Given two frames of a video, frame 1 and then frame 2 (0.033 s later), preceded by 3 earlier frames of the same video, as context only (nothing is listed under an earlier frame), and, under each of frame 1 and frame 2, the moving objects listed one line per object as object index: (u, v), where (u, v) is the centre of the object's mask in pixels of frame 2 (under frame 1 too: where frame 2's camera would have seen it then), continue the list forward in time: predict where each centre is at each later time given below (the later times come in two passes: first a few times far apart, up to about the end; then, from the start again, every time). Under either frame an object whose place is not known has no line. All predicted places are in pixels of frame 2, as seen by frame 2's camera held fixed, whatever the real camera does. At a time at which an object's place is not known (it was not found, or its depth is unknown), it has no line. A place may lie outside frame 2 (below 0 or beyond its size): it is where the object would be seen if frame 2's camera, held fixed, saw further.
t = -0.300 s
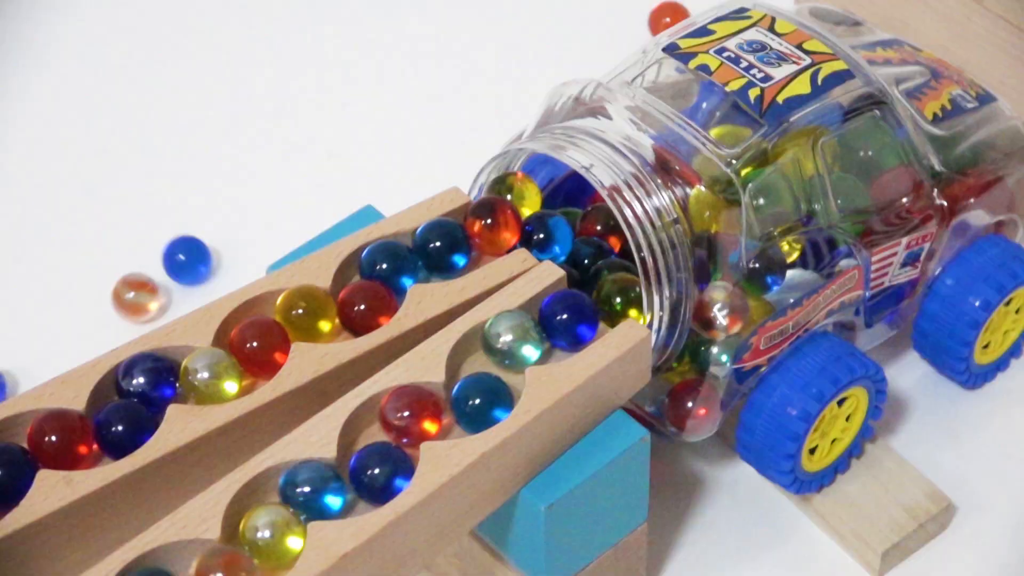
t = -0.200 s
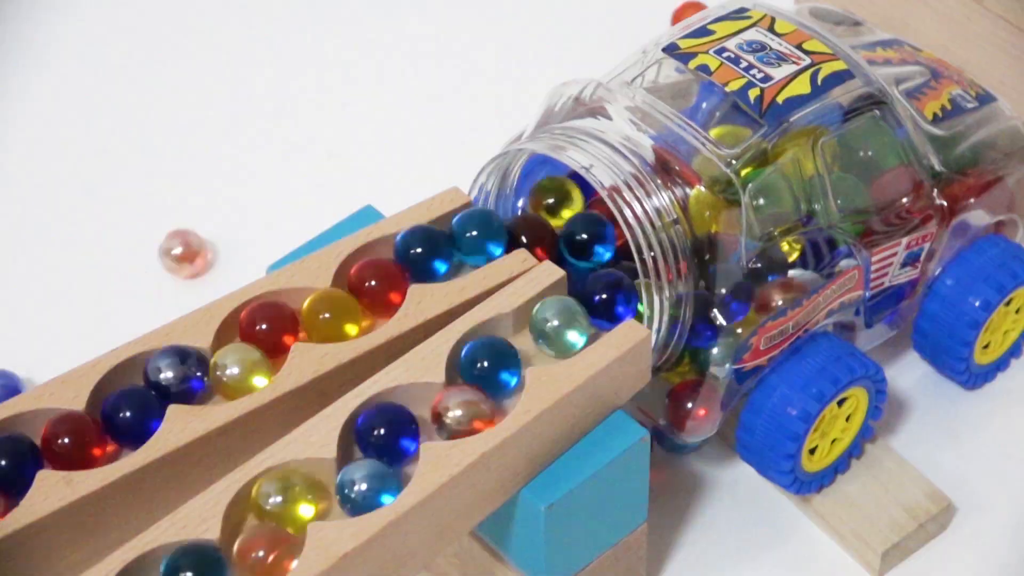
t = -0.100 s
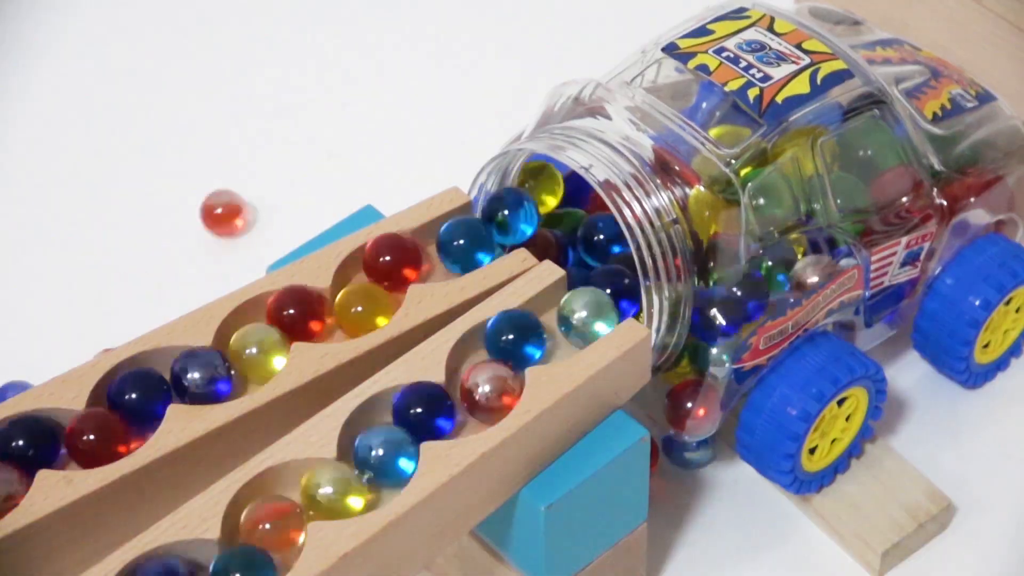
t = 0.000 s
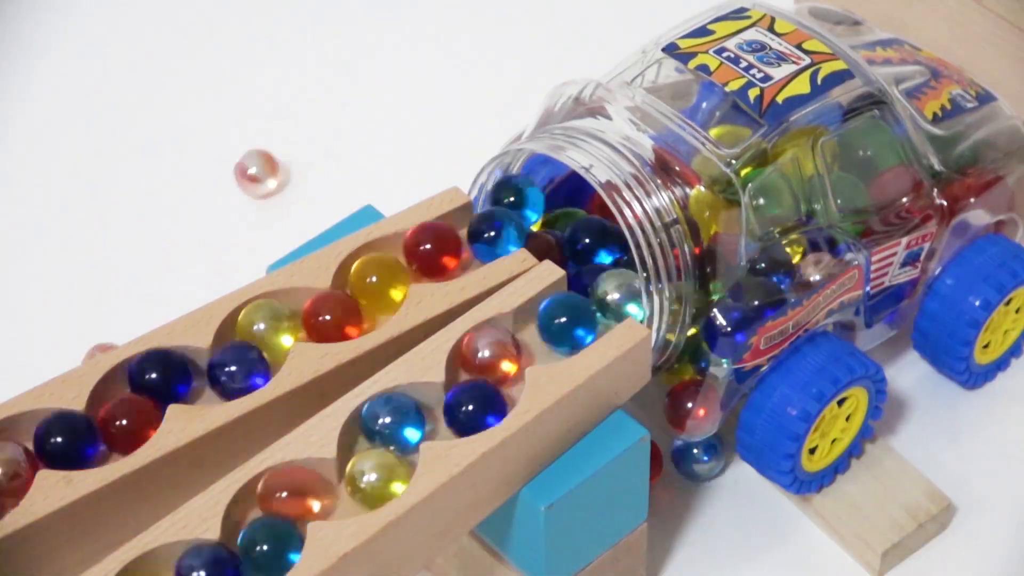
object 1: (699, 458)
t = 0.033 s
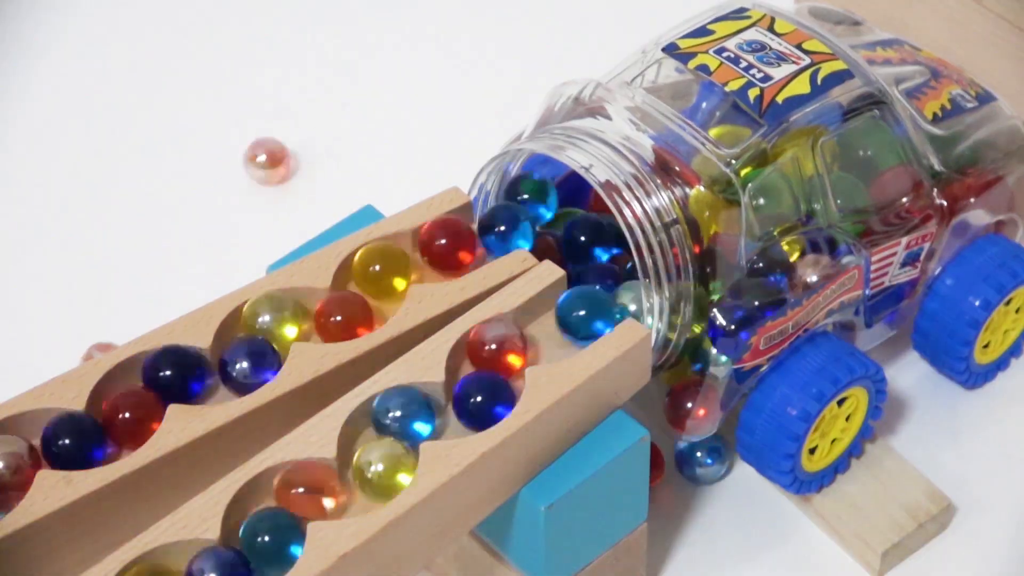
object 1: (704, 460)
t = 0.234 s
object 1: (720, 477)
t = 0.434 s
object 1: (731, 499)
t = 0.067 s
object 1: (708, 462)
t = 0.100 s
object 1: (710, 464)
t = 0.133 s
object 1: (713, 467)
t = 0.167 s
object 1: (715, 470)
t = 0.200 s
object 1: (718, 473)
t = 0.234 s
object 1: (720, 477)
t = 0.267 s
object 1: (723, 480)
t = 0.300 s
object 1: (727, 484)
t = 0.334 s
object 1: (728, 488)
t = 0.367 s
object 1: (729, 491)
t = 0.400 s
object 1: (730, 496)
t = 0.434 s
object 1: (731, 499)
